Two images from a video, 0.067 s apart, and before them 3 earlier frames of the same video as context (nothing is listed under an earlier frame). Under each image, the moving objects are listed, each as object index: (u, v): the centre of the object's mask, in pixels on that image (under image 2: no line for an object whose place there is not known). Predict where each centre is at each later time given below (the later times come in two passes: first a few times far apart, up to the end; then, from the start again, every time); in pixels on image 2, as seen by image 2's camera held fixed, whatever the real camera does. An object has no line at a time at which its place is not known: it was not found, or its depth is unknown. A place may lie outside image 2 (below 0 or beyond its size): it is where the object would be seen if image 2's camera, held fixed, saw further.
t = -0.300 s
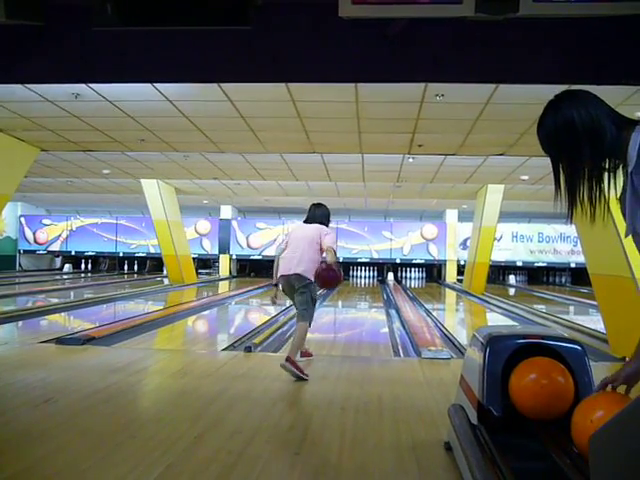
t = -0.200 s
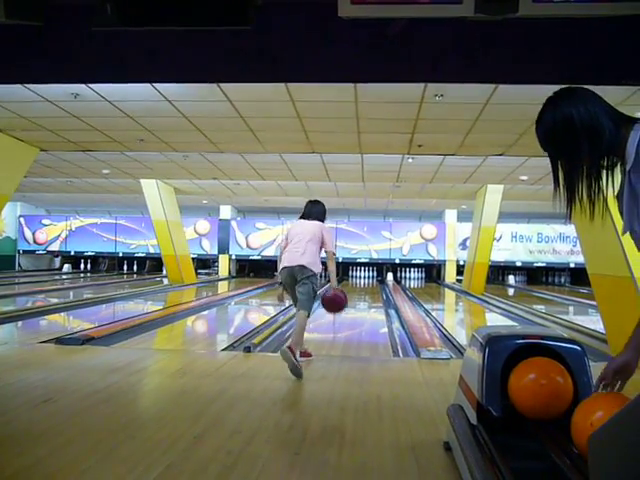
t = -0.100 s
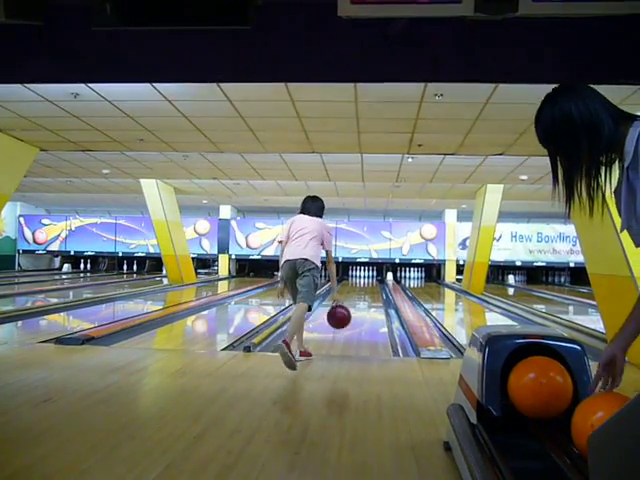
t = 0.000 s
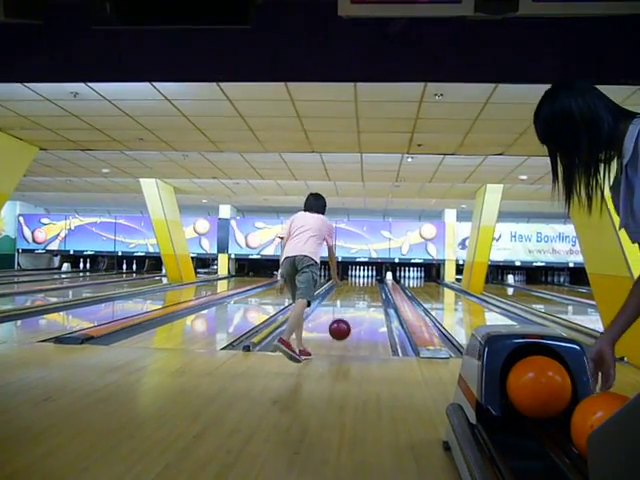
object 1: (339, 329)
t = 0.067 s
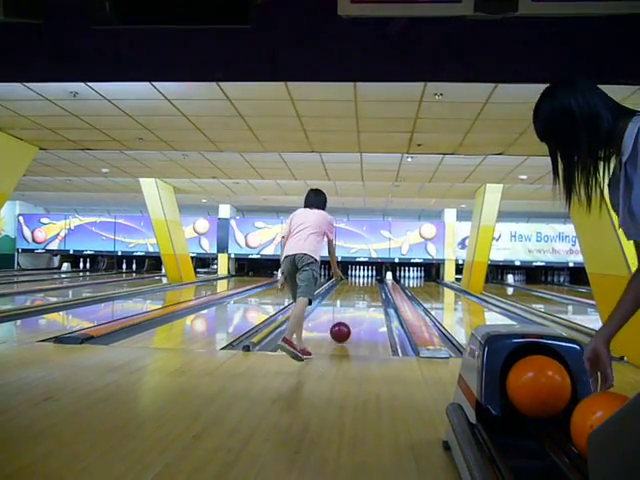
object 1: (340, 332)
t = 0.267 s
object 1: (342, 321)
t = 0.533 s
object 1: (344, 309)
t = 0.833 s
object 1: (345, 301)
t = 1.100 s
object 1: (347, 295)
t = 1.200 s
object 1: (347, 294)
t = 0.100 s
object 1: (340, 329)
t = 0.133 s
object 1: (341, 327)
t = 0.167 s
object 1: (341, 326)
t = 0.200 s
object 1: (341, 324)
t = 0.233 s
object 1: (341, 322)
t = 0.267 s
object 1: (342, 321)
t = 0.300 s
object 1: (342, 319)
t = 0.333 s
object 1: (342, 318)
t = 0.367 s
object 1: (343, 316)
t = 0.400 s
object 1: (343, 315)
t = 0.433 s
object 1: (343, 313)
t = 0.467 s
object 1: (343, 312)
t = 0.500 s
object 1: (343, 310)
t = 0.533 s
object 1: (344, 309)
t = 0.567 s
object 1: (344, 308)
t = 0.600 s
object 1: (344, 307)
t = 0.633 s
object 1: (344, 306)
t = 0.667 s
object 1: (344, 305)
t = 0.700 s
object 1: (345, 304)
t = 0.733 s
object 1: (345, 303)
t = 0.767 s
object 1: (345, 302)
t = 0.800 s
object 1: (345, 301)
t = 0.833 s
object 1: (345, 301)
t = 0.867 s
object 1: (345, 300)
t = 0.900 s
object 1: (345, 299)
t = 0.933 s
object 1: (346, 298)
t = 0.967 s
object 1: (346, 298)
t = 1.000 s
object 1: (346, 297)
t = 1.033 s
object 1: (346, 297)
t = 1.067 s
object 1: (346, 296)
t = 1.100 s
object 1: (347, 295)
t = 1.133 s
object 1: (347, 295)
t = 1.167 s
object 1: (347, 294)
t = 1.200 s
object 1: (347, 294)
